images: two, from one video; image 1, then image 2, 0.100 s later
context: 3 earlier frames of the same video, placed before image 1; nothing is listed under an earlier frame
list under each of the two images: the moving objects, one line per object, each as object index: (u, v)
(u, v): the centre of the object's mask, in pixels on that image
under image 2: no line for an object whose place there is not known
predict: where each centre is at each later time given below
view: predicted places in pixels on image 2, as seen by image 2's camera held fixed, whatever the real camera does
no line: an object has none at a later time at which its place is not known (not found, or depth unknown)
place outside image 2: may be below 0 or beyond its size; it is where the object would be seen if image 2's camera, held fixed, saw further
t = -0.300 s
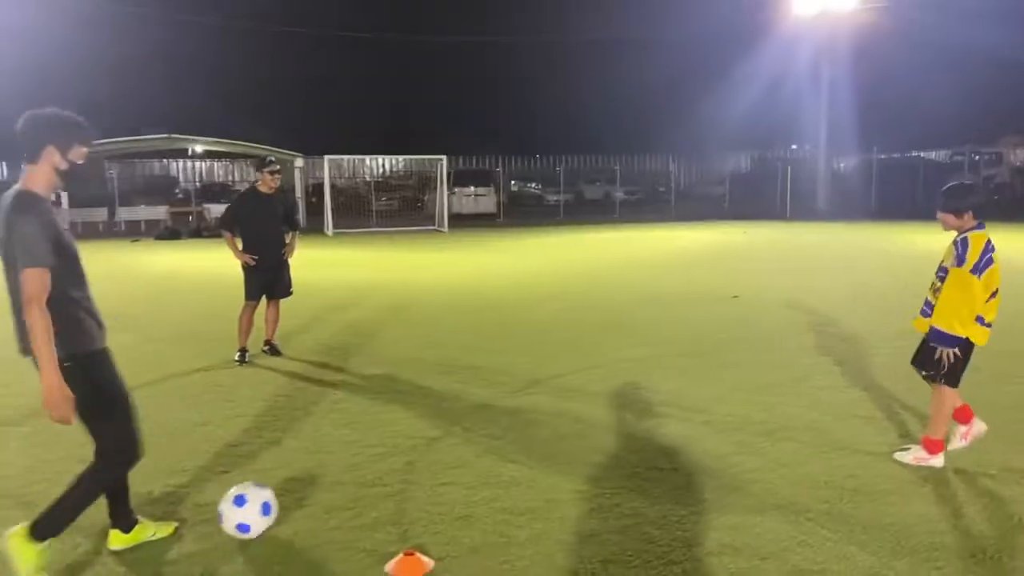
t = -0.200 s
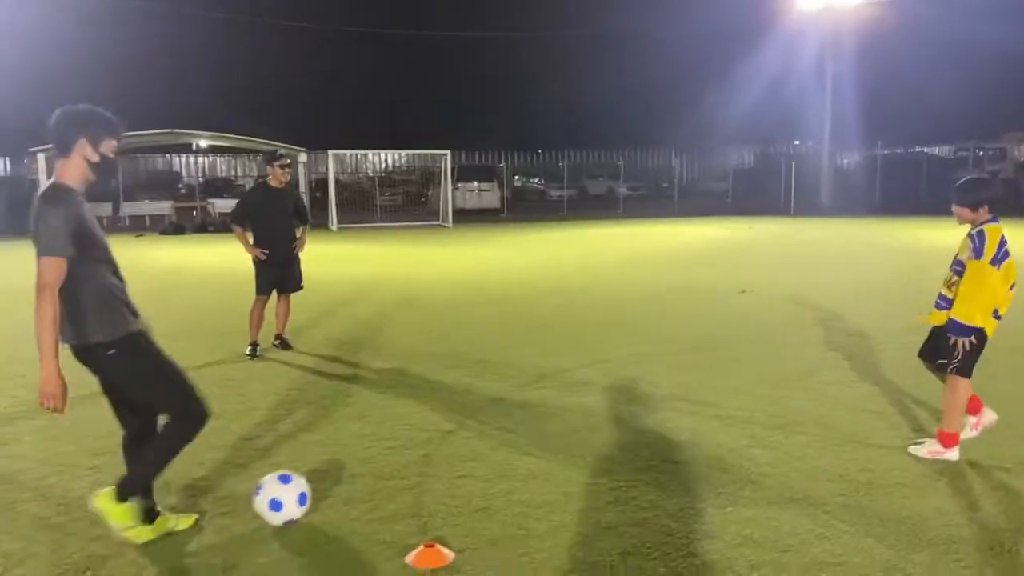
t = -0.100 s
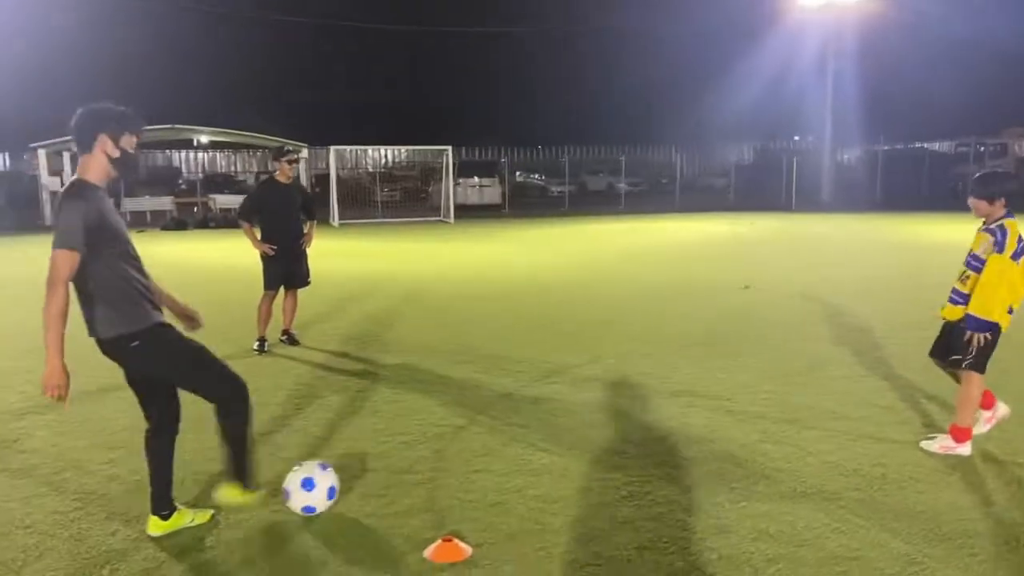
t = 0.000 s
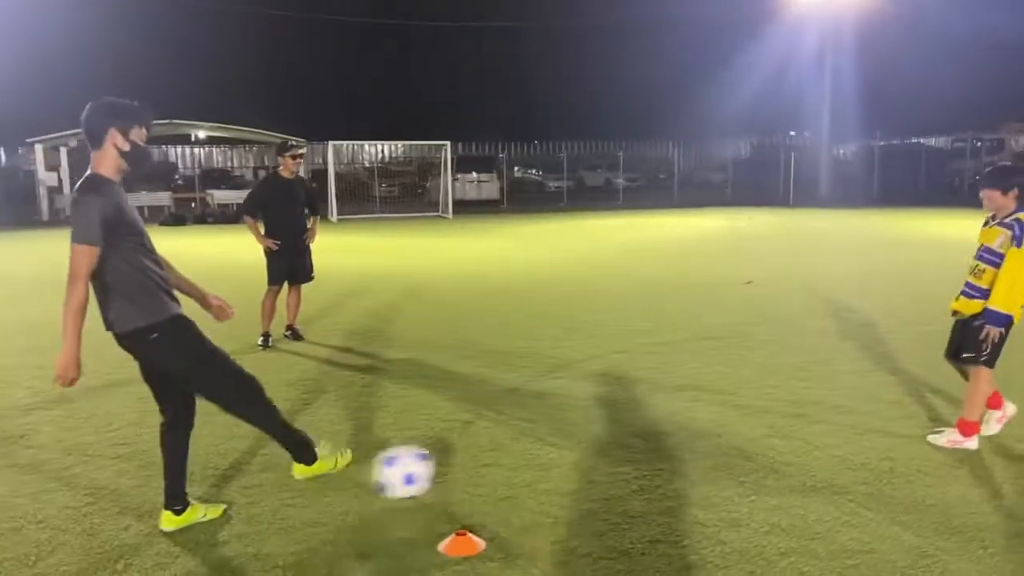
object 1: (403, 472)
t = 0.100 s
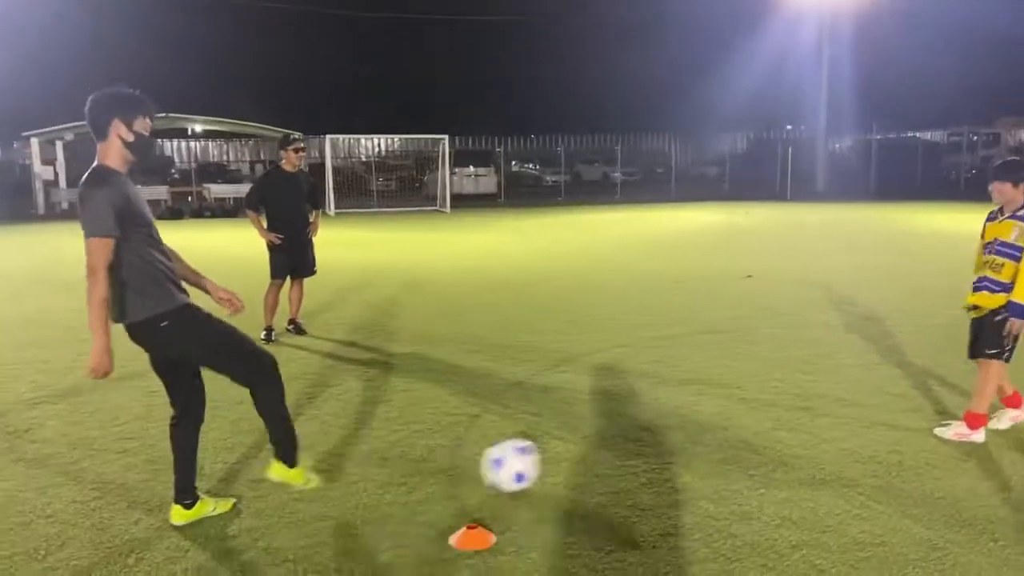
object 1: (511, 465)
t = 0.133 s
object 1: (539, 462)
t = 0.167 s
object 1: (568, 461)
